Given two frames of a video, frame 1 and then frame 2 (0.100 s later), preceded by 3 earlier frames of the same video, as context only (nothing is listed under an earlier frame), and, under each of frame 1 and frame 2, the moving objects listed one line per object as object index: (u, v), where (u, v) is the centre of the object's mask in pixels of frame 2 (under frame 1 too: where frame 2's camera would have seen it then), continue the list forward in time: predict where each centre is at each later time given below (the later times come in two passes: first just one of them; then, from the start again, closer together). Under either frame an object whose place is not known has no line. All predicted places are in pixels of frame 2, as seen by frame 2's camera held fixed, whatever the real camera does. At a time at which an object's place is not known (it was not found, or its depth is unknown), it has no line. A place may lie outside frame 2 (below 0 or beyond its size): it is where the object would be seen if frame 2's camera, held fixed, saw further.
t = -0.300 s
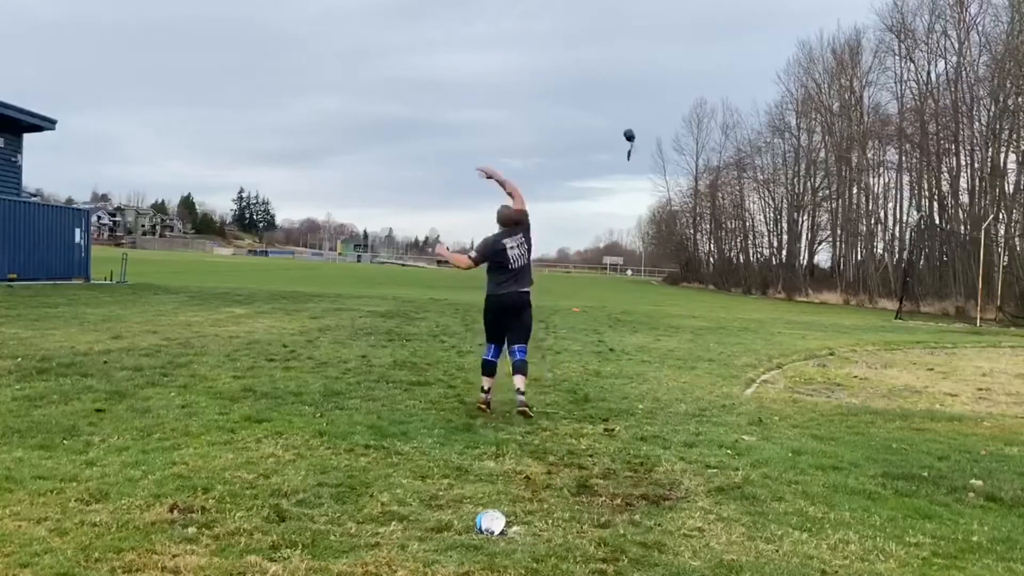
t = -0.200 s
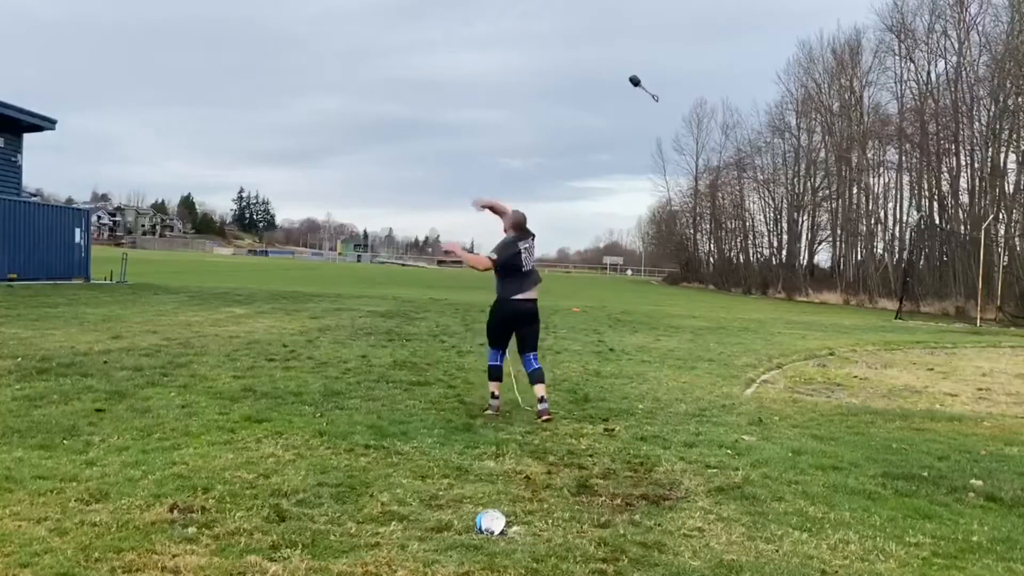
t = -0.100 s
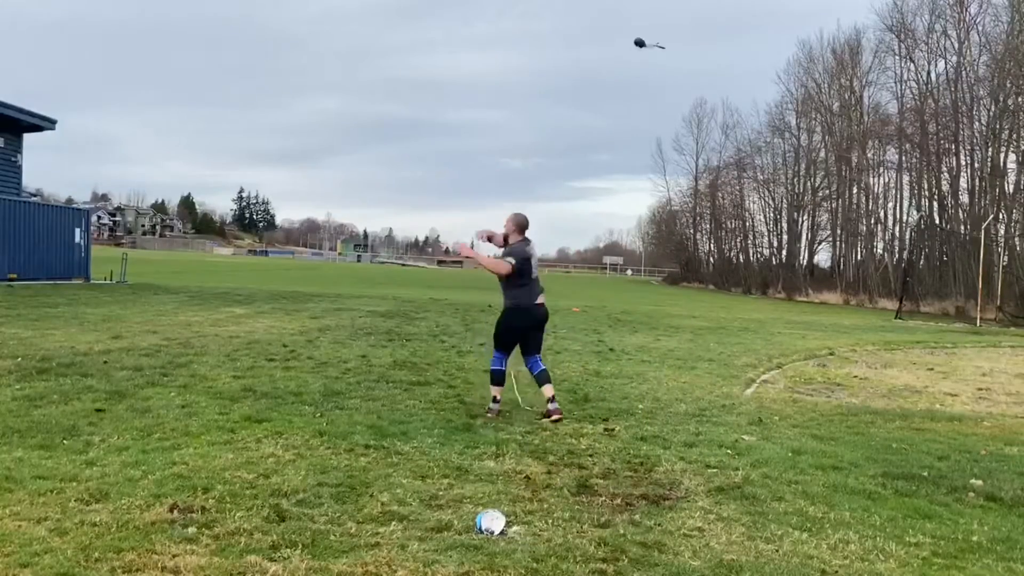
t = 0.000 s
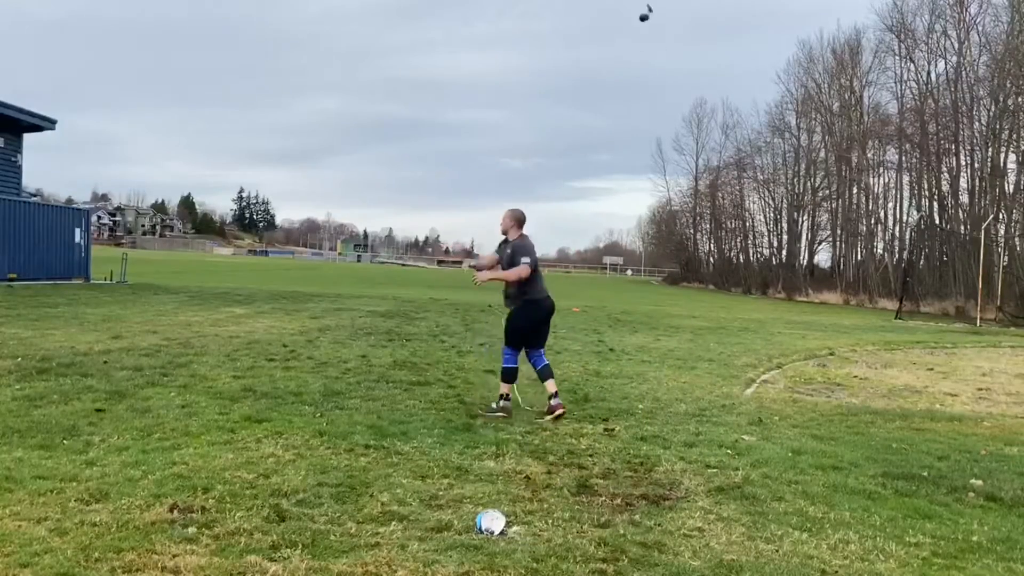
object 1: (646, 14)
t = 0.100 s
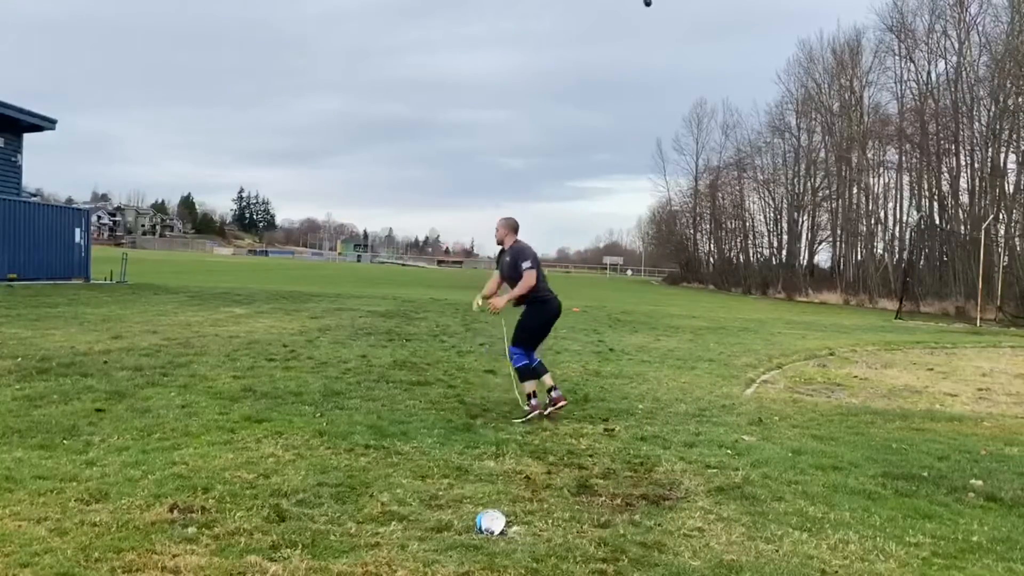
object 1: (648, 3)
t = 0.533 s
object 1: (658, 12)
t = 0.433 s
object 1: (656, 6)
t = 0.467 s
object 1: (657, 7)
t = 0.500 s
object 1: (657, 9)
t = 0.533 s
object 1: (658, 12)
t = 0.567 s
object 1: (657, 14)
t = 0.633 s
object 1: (658, 22)
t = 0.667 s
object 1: (657, 26)
